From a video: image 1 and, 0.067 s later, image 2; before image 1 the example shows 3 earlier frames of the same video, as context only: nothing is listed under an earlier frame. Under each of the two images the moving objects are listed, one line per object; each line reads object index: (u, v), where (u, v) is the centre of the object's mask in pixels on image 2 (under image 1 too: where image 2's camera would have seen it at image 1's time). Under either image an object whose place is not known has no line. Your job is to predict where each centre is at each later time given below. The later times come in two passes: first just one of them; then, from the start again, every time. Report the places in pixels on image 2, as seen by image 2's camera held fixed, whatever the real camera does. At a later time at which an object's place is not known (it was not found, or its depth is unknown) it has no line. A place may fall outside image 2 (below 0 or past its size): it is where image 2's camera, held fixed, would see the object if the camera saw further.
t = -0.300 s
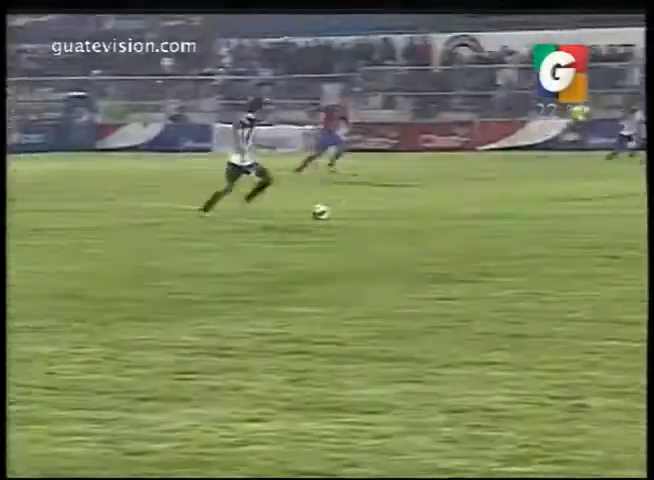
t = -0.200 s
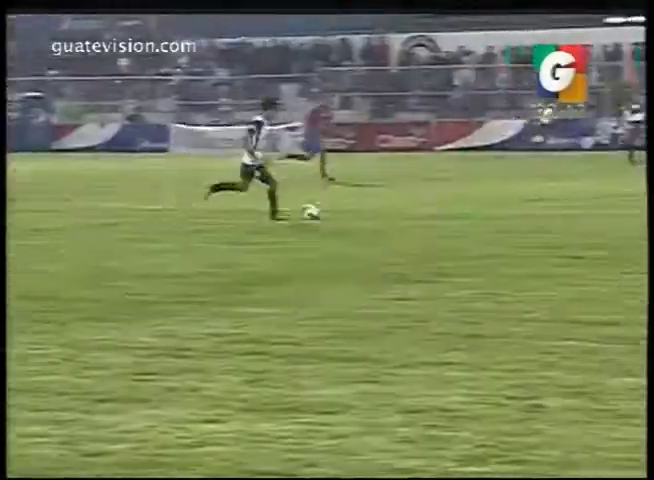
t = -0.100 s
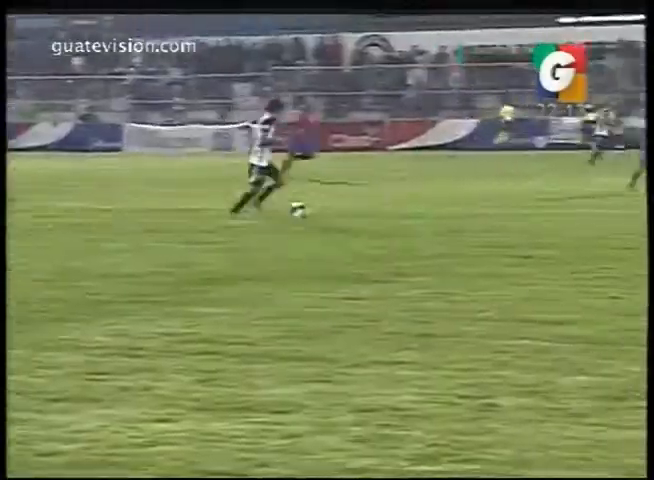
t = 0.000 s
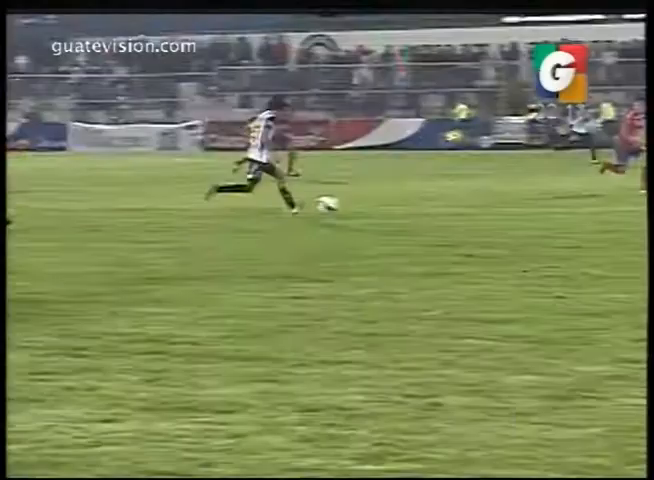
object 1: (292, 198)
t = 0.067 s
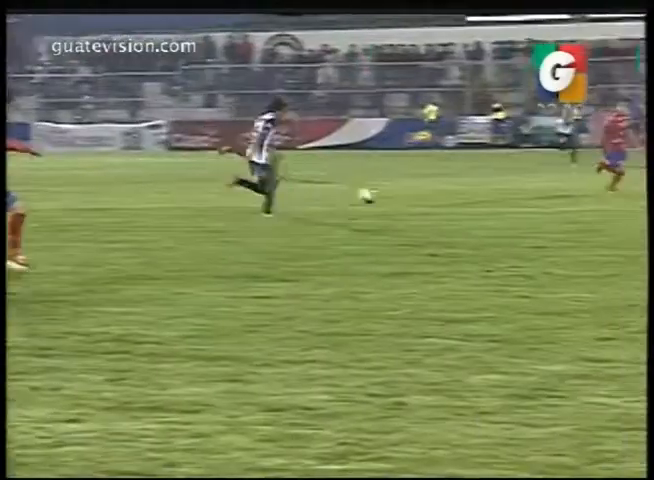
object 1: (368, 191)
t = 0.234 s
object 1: (560, 187)
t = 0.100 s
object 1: (406, 188)
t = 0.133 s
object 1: (442, 187)
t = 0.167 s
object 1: (482, 185)
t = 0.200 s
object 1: (519, 185)
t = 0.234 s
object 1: (560, 187)
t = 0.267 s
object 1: (599, 188)
